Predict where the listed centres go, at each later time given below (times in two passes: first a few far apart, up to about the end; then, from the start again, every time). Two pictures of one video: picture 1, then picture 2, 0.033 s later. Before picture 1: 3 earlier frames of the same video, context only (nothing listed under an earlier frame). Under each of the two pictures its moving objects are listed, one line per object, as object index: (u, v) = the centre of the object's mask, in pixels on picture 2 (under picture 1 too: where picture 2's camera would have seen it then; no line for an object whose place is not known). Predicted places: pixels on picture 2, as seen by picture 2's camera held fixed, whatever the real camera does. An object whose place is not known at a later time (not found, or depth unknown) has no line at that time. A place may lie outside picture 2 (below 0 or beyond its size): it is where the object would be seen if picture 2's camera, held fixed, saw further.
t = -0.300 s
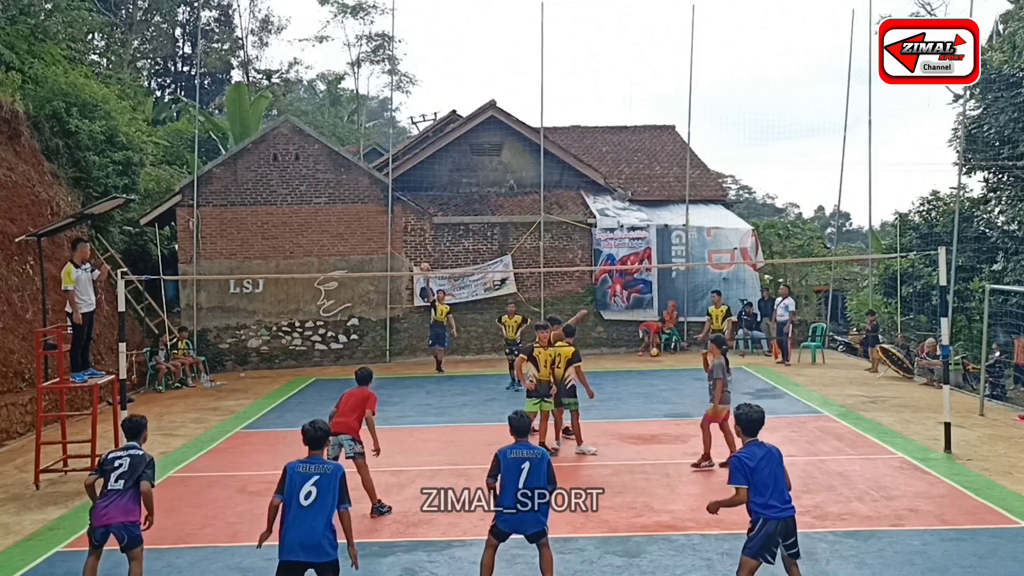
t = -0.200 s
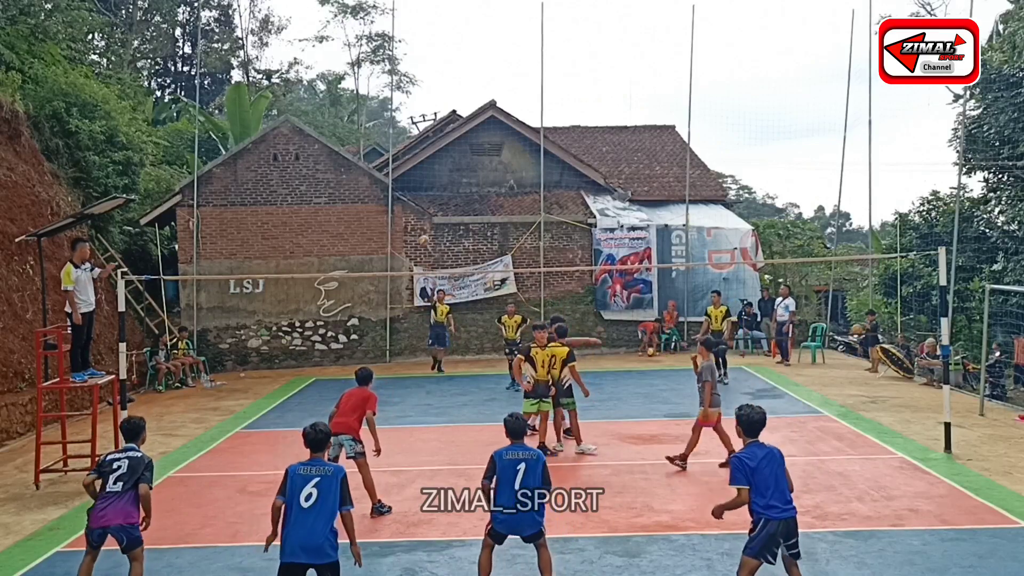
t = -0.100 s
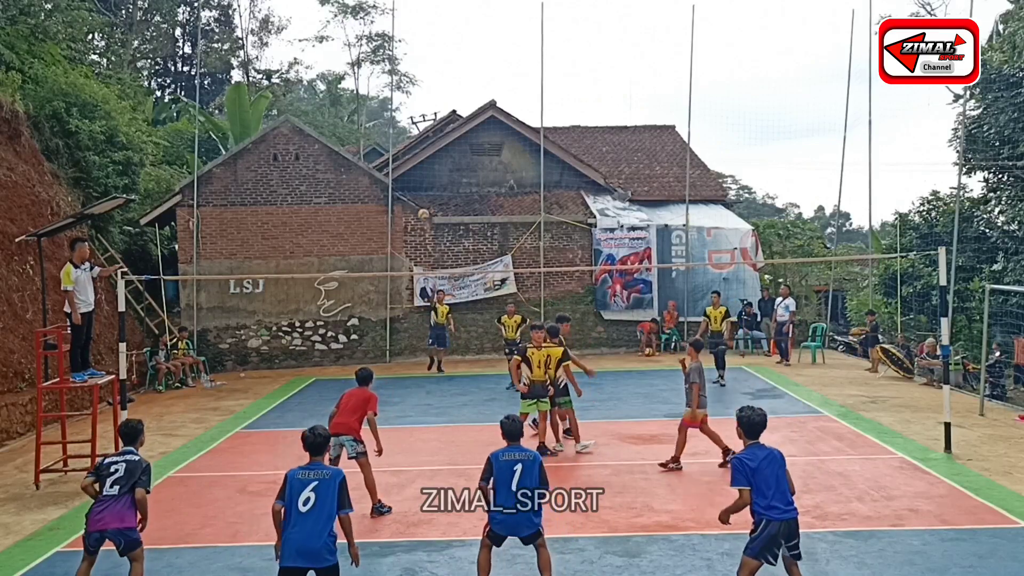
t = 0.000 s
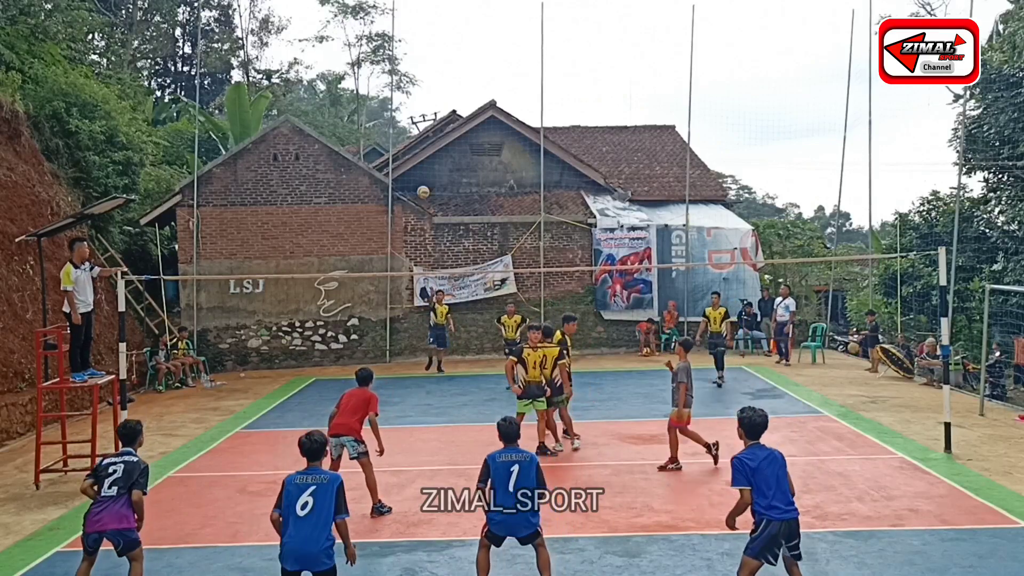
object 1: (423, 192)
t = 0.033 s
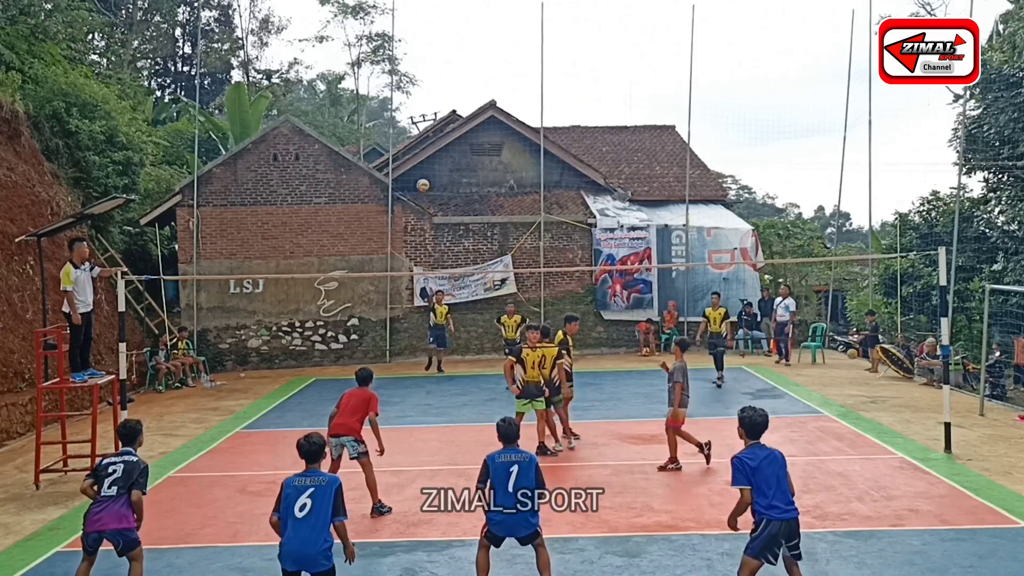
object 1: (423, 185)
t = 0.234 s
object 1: (422, 153)
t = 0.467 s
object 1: (420, 139)
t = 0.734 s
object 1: (415, 178)
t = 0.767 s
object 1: (415, 189)
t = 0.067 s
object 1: (423, 179)
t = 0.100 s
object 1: (423, 173)
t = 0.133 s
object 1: (422, 168)
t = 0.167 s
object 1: (422, 163)
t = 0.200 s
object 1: (422, 158)
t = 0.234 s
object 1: (422, 153)
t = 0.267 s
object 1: (422, 149)
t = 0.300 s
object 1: (422, 145)
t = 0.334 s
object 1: (422, 143)
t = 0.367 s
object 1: (421, 141)
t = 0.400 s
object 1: (421, 140)
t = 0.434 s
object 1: (421, 140)
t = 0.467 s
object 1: (420, 139)
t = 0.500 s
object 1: (419, 140)
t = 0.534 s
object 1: (418, 141)
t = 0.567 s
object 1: (418, 144)
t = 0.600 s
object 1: (417, 147)
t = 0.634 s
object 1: (416, 152)
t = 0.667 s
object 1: (416, 160)
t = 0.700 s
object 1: (415, 168)
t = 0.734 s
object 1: (415, 178)
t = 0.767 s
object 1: (415, 189)
